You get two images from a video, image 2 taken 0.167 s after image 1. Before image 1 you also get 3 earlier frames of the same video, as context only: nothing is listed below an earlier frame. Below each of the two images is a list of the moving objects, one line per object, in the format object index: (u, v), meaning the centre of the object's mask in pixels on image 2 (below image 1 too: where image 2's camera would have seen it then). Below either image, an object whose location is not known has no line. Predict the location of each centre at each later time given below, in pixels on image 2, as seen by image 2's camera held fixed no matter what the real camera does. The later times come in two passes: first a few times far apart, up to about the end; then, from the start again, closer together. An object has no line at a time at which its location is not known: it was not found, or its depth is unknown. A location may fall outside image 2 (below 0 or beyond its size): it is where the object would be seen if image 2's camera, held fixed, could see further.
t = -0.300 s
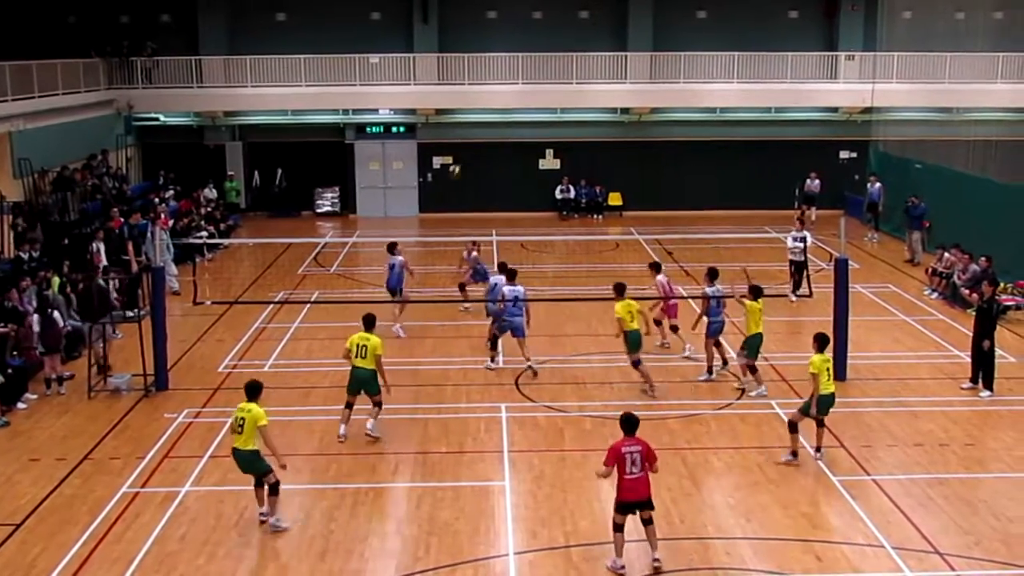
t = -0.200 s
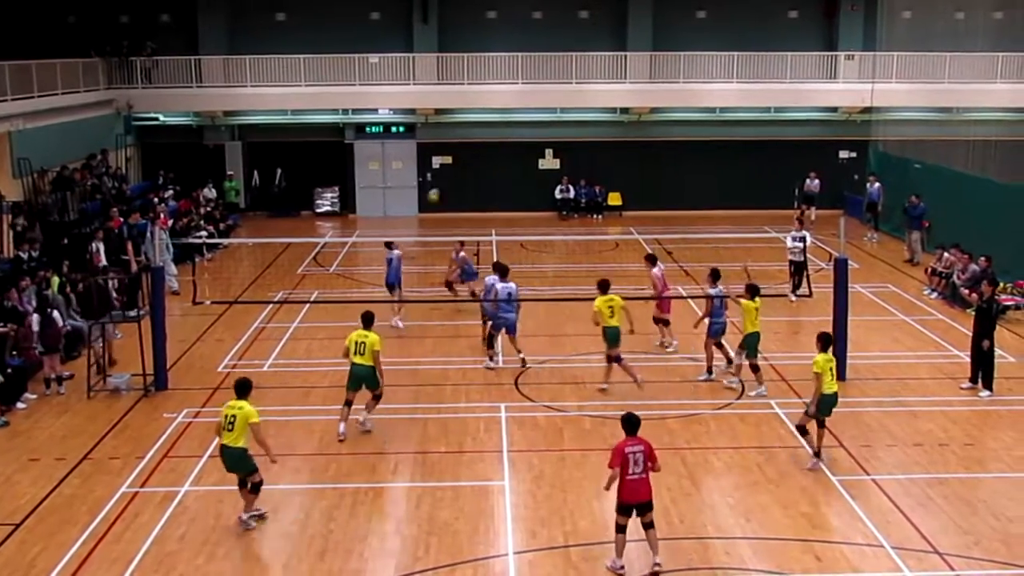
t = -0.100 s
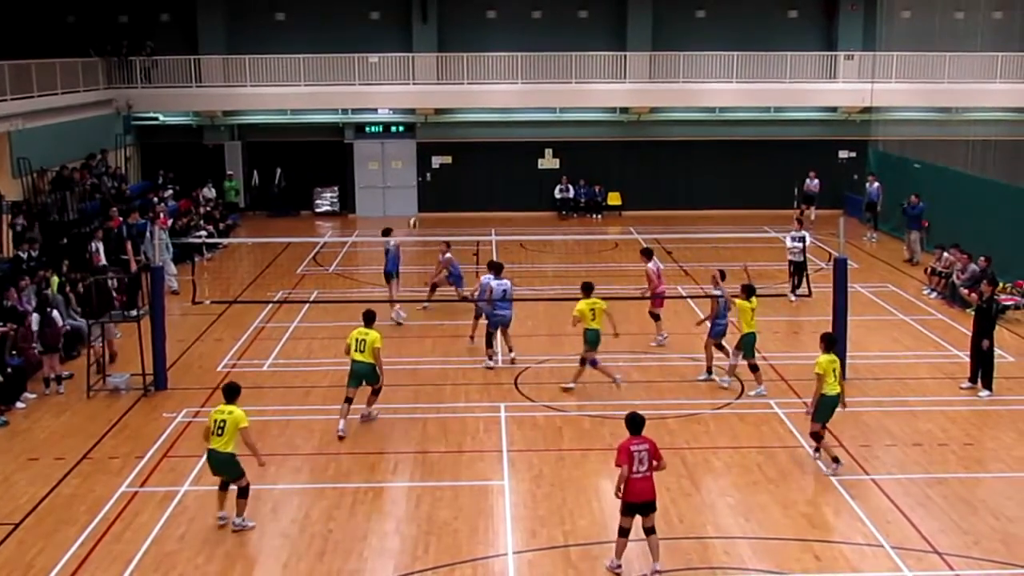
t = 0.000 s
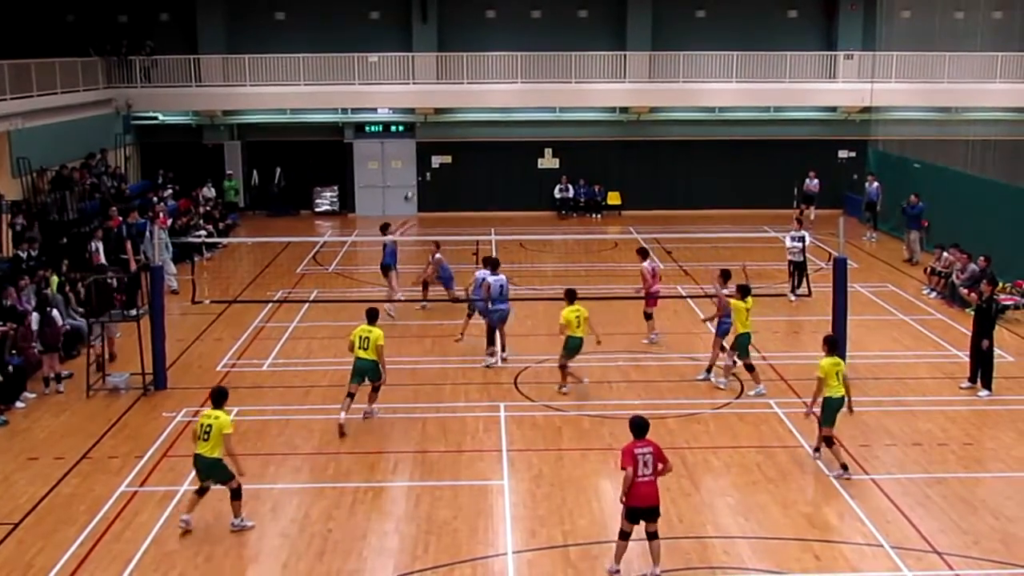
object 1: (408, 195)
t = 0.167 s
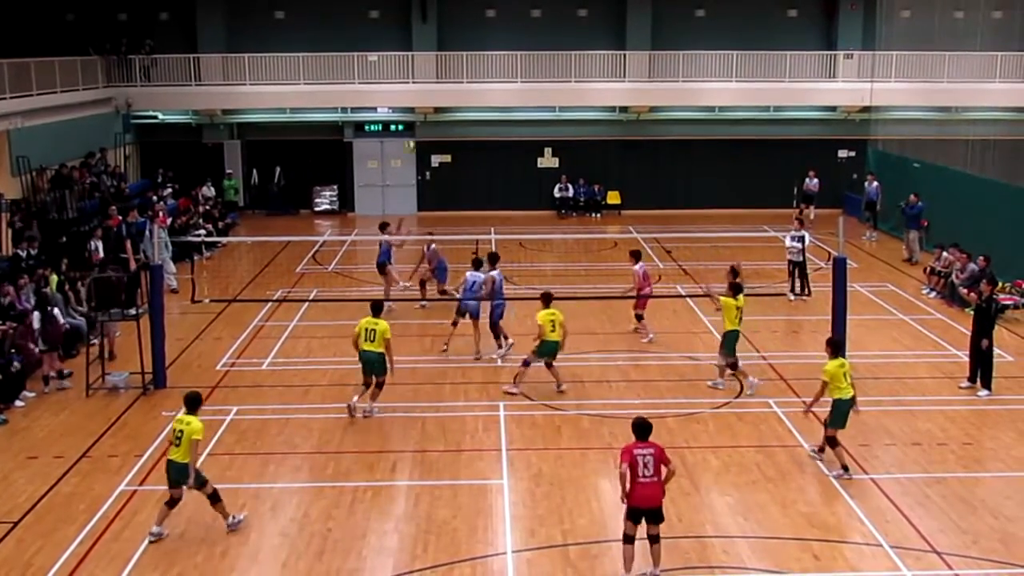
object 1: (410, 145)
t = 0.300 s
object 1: (410, 116)
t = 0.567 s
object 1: (412, 85)
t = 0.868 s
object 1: (413, 93)
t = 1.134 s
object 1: (418, 142)
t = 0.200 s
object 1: (410, 138)
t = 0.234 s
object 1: (411, 130)
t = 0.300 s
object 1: (410, 116)
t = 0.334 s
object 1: (410, 111)
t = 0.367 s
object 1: (411, 107)
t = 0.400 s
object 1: (411, 101)
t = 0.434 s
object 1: (412, 96)
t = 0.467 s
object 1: (411, 92)
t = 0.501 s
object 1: (411, 89)
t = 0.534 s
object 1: (412, 87)
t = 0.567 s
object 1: (412, 85)
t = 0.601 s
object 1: (411, 83)
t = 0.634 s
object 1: (412, 82)
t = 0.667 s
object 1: (413, 82)
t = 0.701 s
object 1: (413, 82)
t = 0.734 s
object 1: (413, 82)
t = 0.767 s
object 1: (413, 84)
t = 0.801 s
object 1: (413, 86)
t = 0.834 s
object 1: (413, 90)
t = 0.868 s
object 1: (413, 93)
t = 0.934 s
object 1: (414, 102)
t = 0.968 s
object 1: (416, 106)
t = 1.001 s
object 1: (416, 112)
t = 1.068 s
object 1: (416, 125)
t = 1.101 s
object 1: (418, 134)
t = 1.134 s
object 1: (418, 142)
